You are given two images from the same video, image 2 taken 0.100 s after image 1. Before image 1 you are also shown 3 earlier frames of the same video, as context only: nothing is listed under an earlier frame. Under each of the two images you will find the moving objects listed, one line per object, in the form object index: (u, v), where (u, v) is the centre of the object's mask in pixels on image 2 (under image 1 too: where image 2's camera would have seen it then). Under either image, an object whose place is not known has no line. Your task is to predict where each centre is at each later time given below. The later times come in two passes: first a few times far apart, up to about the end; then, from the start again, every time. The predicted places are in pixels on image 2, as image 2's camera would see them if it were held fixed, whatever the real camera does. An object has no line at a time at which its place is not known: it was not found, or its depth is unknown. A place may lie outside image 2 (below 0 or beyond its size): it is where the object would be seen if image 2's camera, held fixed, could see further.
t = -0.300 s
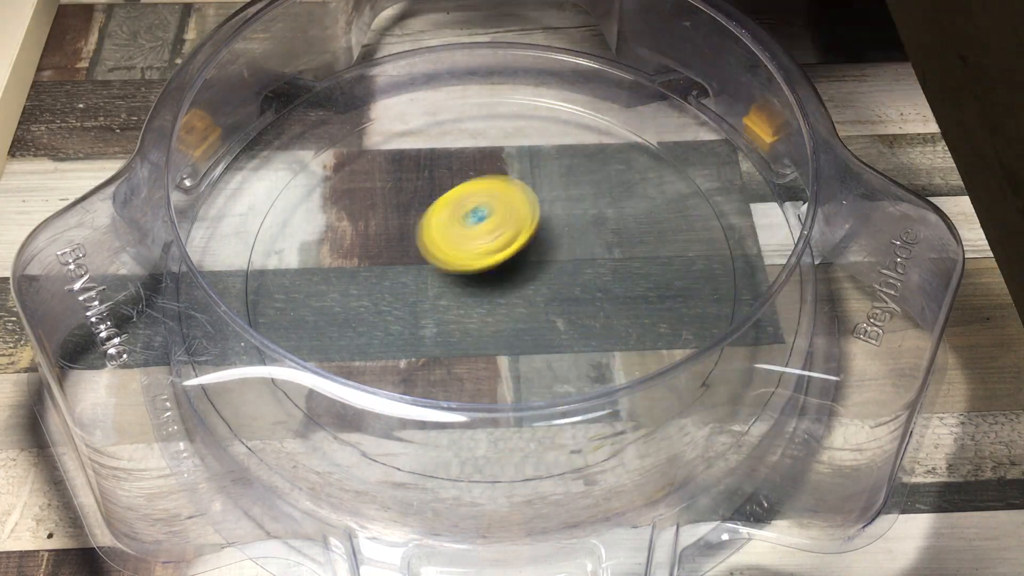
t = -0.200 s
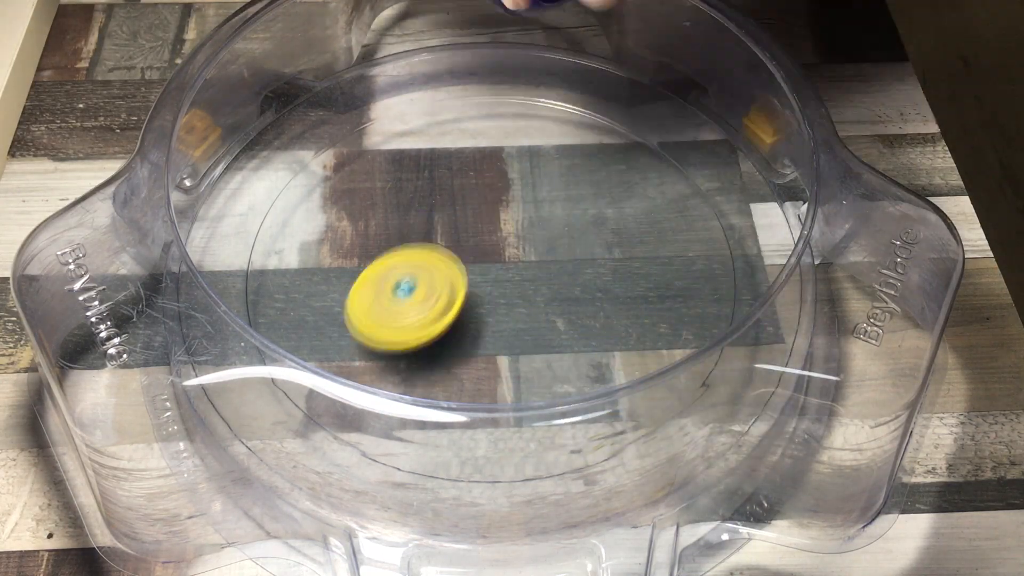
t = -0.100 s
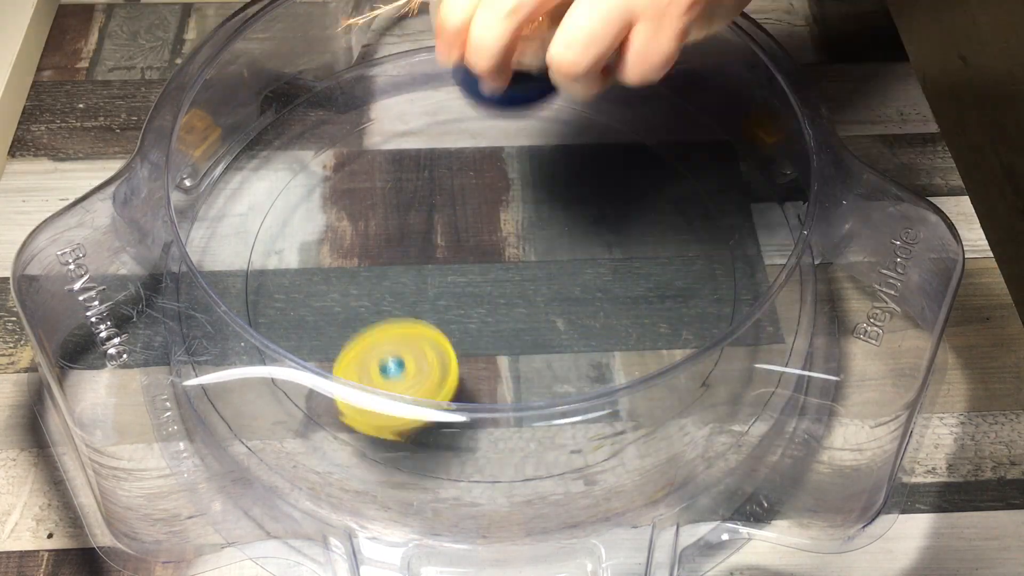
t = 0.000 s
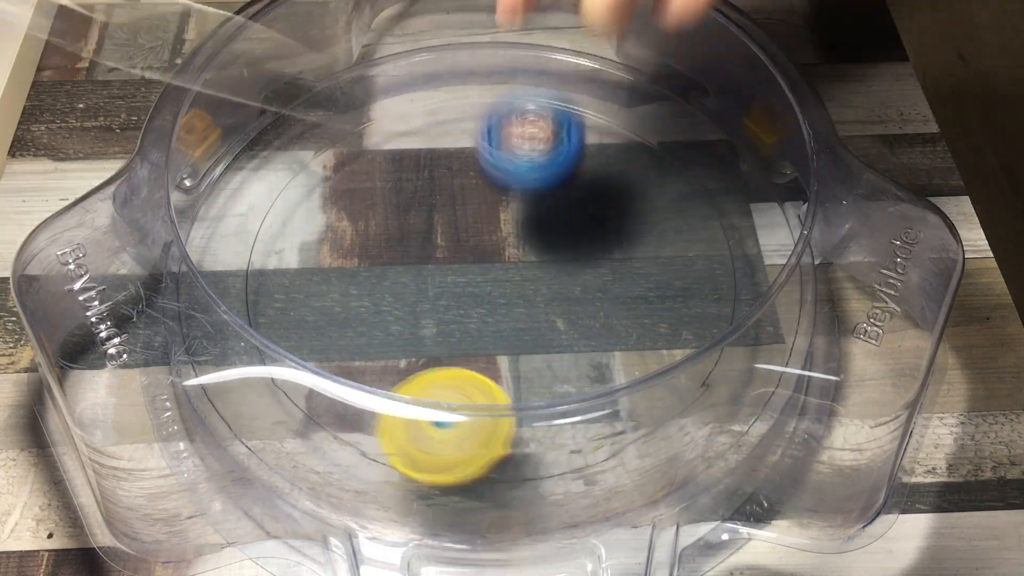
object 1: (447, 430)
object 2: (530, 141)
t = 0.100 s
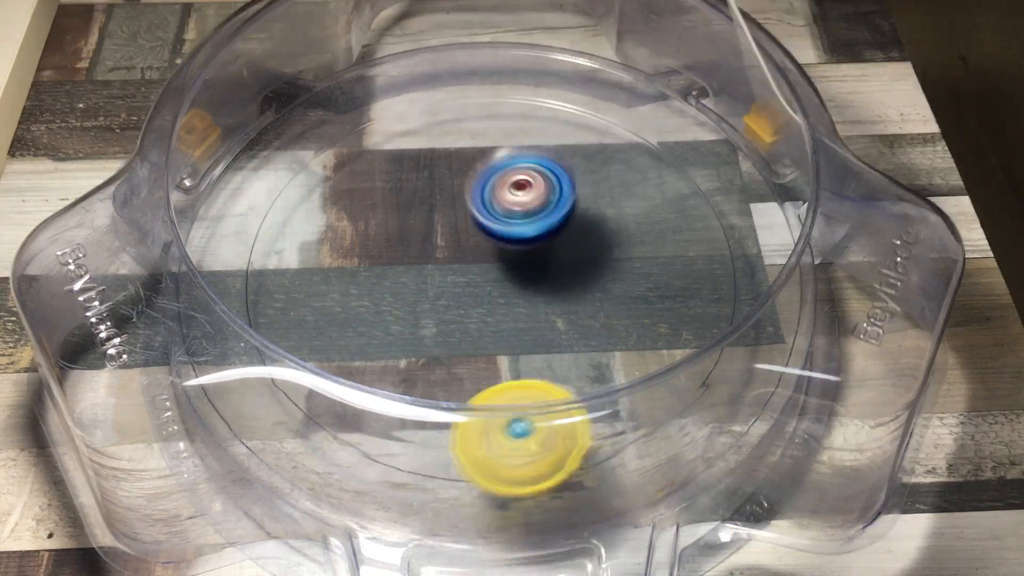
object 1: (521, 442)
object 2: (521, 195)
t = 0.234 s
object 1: (625, 386)
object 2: (493, 266)
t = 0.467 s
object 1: (632, 219)
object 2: (451, 281)
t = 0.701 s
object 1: (396, 133)
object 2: (432, 251)
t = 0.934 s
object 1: (302, 251)
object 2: (451, 232)
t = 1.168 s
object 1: (457, 423)
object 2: (505, 210)
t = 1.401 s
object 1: (709, 278)
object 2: (502, 254)
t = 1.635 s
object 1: (557, 105)
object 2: (437, 283)
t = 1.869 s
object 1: (303, 218)
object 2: (418, 236)
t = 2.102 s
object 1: (420, 437)
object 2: (480, 198)
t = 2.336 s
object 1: (679, 345)
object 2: (551, 270)
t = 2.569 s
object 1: (634, 171)
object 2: (471, 336)
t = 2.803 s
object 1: (413, 137)
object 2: (386, 279)
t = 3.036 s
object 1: (272, 231)
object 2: (449, 256)
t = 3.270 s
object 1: (396, 383)
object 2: (486, 287)
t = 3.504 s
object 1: (638, 328)
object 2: (487, 295)
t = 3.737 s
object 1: (613, 140)
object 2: (495, 299)
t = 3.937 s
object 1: (420, 102)
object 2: (502, 296)
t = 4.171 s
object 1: (285, 246)
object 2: (514, 284)
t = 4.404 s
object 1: (456, 406)
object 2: (529, 276)
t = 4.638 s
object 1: (690, 302)
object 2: (542, 270)
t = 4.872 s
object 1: (643, 135)
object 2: (544, 263)
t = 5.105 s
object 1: (426, 119)
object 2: (538, 252)
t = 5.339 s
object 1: (312, 264)
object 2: (531, 239)
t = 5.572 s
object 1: (446, 393)
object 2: (521, 228)
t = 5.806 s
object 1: (630, 337)
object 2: (514, 219)
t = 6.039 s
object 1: (631, 202)
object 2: (505, 216)
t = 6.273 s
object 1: (526, 103)
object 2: (428, 260)
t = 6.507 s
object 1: (388, 137)
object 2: (378, 257)
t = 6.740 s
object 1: (315, 215)
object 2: (476, 257)
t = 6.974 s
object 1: (404, 318)
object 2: (527, 277)
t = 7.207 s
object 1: (496, 358)
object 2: (558, 267)
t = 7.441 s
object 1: (574, 352)
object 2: (523, 239)
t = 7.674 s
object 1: (588, 300)
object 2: (478, 260)
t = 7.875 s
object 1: (604, 264)
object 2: (428, 245)
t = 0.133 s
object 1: (546, 435)
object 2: (514, 198)
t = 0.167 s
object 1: (574, 423)
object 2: (507, 220)
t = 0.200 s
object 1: (600, 406)
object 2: (501, 254)
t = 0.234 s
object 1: (625, 386)
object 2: (493, 266)
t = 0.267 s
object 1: (647, 364)
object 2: (486, 266)
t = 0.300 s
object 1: (657, 332)
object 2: (479, 281)
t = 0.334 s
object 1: (671, 313)
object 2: (472, 282)
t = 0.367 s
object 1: (675, 290)
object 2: (466, 287)
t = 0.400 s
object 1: (669, 265)
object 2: (460, 287)
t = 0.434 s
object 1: (654, 241)
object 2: (455, 284)
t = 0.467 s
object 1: (632, 219)
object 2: (451, 281)
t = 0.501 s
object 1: (604, 201)
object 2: (447, 274)
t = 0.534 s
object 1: (571, 187)
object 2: (445, 266)
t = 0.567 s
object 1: (534, 178)
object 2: (443, 255)
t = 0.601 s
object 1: (496, 172)
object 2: (443, 246)
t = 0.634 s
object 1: (461, 156)
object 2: (439, 246)
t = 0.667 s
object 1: (427, 141)
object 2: (435, 249)
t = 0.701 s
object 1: (396, 133)
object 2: (432, 251)
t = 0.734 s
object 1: (370, 133)
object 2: (431, 251)
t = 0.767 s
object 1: (347, 141)
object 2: (430, 250)
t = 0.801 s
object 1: (330, 154)
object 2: (431, 248)
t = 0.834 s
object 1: (317, 173)
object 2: (433, 244)
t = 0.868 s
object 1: (308, 197)
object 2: (438, 241)
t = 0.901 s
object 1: (304, 223)
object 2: (444, 237)
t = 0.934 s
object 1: (302, 251)
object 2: (451, 232)
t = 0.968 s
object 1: (305, 278)
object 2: (458, 228)
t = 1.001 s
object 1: (315, 304)
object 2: (466, 224)
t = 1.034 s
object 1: (332, 324)
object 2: (474, 219)
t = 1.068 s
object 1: (354, 343)
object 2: (483, 215)
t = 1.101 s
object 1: (377, 374)
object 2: (491, 212)
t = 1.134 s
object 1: (413, 398)
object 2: (498, 210)
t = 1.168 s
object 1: (457, 423)
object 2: (505, 210)
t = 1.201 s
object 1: (504, 423)
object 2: (509, 211)
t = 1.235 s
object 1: (553, 421)
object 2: (513, 214)
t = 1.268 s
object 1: (602, 406)
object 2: (515, 220)
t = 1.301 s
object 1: (641, 377)
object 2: (516, 227)
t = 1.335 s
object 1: (675, 351)
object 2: (514, 235)
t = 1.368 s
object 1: (691, 309)
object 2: (509, 244)
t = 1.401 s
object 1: (709, 278)
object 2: (502, 254)
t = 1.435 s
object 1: (713, 243)
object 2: (494, 263)
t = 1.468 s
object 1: (705, 207)
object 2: (485, 271)
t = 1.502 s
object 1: (688, 175)
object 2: (476, 277)
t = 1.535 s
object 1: (663, 148)
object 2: (466, 281)
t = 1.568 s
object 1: (634, 128)
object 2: (456, 283)
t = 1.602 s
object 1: (598, 113)
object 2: (446, 284)
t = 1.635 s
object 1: (557, 105)
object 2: (437, 283)
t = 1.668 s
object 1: (515, 105)
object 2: (429, 280)
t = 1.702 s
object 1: (473, 111)
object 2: (423, 276)
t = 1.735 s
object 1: (430, 121)
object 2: (419, 270)
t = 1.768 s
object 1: (391, 138)
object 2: (416, 264)
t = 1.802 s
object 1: (356, 160)
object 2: (415, 255)
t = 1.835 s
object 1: (328, 186)
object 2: (415, 245)
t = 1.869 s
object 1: (303, 218)
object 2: (418, 236)
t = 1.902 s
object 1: (288, 254)
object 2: (423, 227)
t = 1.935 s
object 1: (287, 289)
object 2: (428, 218)
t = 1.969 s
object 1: (300, 315)
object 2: (435, 211)
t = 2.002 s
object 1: (314, 357)
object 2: (444, 205)
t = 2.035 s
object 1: (335, 400)
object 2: (454, 200)
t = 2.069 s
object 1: (373, 419)
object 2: (467, 198)
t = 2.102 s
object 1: (420, 437)
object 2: (480, 198)
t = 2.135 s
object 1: (471, 455)
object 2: (495, 201)
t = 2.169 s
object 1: (515, 441)
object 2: (509, 206)
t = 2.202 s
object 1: (559, 432)
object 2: (522, 215)
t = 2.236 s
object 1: (599, 421)
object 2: (533, 226)
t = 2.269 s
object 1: (635, 399)
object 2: (542, 241)
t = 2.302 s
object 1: (659, 370)
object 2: (549, 255)
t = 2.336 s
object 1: (679, 345)
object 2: (551, 270)
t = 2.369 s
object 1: (684, 311)
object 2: (549, 285)
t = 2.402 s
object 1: (696, 289)
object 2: (543, 299)
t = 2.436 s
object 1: (697, 263)
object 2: (534, 311)
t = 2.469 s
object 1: (688, 236)
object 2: (521, 321)
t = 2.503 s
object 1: (675, 211)
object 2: (506, 329)
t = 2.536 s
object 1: (656, 189)
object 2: (489, 335)
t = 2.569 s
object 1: (634, 171)
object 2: (471, 336)
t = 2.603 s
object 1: (607, 156)
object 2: (454, 336)
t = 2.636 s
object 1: (577, 143)
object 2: (436, 332)
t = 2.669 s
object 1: (545, 133)
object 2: (420, 325)
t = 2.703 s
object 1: (511, 127)
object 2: (405, 315)
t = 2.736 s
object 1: (478, 126)
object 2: (395, 303)
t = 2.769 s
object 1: (445, 130)
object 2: (389, 291)
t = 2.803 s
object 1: (413, 137)
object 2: (386, 279)
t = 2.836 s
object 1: (383, 149)
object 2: (385, 267)
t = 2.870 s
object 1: (355, 164)
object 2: (387, 252)
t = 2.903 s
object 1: (325, 171)
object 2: (398, 250)
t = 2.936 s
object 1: (297, 178)
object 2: (413, 252)
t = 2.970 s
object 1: (277, 189)
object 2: (428, 254)
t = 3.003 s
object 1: (272, 208)
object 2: (439, 254)
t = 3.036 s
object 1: (272, 231)
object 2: (449, 256)
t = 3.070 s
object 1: (275, 256)
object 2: (457, 259)
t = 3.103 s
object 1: (282, 282)
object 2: (464, 263)
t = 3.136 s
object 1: (296, 304)
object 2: (470, 268)
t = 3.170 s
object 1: (316, 323)
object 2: (475, 273)
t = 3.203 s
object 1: (340, 341)
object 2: (479, 277)
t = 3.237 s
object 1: (362, 369)
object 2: (483, 283)
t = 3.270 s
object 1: (396, 383)
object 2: (486, 287)
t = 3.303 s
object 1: (434, 392)
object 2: (488, 291)
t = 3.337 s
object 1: (471, 395)
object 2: (490, 294)
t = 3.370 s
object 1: (506, 391)
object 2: (490, 295)
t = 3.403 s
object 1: (547, 388)
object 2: (488, 296)
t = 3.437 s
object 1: (583, 373)
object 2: (488, 295)
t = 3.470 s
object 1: (609, 348)
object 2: (487, 295)
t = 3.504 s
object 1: (638, 328)
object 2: (487, 295)
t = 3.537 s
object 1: (658, 304)
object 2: (488, 295)
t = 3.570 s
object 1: (668, 275)
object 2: (489, 296)
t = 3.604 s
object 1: (670, 244)
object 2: (490, 296)
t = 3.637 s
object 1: (665, 213)
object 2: (491, 297)
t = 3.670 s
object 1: (654, 186)
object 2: (493, 298)
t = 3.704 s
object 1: (636, 161)
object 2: (494, 298)
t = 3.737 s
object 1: (613, 140)
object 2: (495, 299)
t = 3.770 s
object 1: (585, 121)
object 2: (496, 299)
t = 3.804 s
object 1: (554, 108)
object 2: (497, 299)
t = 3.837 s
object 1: (522, 99)
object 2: (498, 298)
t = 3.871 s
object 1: (487, 96)
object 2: (499, 298)
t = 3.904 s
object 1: (454, 97)
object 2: (500, 297)
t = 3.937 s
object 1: (420, 102)
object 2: (502, 296)
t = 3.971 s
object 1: (390, 111)
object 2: (503, 295)
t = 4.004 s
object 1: (363, 125)
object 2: (504, 293)
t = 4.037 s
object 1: (338, 142)
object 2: (506, 291)
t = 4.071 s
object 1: (317, 162)
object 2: (508, 289)
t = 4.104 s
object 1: (300, 187)
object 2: (510, 288)
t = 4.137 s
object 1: (289, 214)
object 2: (512, 286)
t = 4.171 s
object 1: (285, 246)
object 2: (514, 284)
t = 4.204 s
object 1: (287, 277)
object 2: (516, 283)
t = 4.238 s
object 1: (300, 303)
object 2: (518, 282)
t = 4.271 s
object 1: (322, 325)
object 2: (520, 280)
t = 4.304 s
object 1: (345, 355)
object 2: (523, 279)
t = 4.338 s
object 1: (377, 380)
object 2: (525, 278)
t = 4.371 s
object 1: (416, 399)
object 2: (527, 277)
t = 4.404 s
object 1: (456, 406)
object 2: (529, 276)
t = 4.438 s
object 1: (501, 416)
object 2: (531, 274)
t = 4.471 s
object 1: (544, 411)
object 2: (533, 274)
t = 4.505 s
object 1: (585, 396)
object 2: (535, 273)
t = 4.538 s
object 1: (623, 383)
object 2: (537, 272)
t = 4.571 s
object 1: (653, 361)
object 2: (539, 271)
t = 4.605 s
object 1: (677, 334)
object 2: (541, 270)
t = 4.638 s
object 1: (690, 302)
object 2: (542, 270)
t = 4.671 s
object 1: (704, 278)
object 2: (543, 269)
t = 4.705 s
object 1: (709, 251)
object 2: (544, 268)
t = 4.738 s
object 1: (706, 223)
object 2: (544, 267)
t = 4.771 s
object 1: (698, 197)
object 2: (544, 266)
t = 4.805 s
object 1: (684, 174)
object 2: (544, 265)
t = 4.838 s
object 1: (666, 153)
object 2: (544, 264)
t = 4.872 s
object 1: (643, 135)
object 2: (544, 263)
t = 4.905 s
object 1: (617, 121)
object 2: (543, 262)
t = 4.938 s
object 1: (588, 111)
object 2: (543, 260)
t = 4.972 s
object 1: (557, 104)
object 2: (542, 258)
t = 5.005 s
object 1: (523, 102)
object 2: (541, 257)
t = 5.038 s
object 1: (490, 103)
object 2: (540, 256)
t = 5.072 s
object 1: (458, 109)
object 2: (539, 254)
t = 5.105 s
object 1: (426, 119)
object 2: (538, 252)
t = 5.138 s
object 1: (398, 131)
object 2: (537, 250)
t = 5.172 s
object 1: (374, 147)
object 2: (536, 247)
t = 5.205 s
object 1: (352, 166)
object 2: (535, 246)
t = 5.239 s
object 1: (335, 187)
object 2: (534, 244)
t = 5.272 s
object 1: (322, 211)
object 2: (533, 242)
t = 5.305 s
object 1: (314, 237)
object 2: (533, 241)
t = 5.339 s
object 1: (312, 264)
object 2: (531, 239)
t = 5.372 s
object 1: (316, 290)
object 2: (530, 238)
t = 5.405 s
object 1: (326, 313)
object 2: (529, 236)
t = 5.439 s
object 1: (344, 331)
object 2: (528, 235)
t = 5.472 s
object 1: (366, 346)
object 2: (526, 233)
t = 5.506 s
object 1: (391, 359)
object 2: (524, 231)
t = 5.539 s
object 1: (416, 382)
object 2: (523, 230)
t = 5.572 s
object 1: (446, 393)
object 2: (521, 228)
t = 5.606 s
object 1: (478, 398)
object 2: (520, 227)
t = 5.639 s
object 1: (509, 401)
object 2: (519, 225)
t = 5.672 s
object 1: (538, 397)
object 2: (518, 224)
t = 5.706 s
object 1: (567, 389)
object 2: (517, 222)
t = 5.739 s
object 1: (594, 378)
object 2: (516, 221)
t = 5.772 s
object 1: (610, 351)
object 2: (515, 221)
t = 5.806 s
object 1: (630, 337)
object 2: (514, 219)
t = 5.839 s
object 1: (646, 322)
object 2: (513, 219)
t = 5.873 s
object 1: (657, 303)
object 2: (512, 218)
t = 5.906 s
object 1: (661, 281)
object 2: (511, 217)
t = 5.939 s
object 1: (660, 260)
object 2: (510, 217)
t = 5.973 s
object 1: (654, 239)
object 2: (508, 216)
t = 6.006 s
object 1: (644, 220)
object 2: (506, 216)
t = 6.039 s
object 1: (631, 202)
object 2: (505, 216)
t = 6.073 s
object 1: (615, 187)
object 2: (503, 216)
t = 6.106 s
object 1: (596, 173)
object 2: (501, 216)
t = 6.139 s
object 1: (578, 159)
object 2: (496, 220)
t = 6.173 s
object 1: (570, 135)
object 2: (479, 232)
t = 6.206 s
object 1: (557, 116)
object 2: (461, 243)
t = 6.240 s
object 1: (542, 107)
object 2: (444, 252)
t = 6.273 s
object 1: (526, 103)
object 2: (428, 260)
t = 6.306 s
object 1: (509, 102)
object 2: (415, 265)
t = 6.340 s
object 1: (490, 102)
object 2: (402, 268)
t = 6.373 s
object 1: (470, 104)
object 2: (392, 270)
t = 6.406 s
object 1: (448, 108)
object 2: (385, 269)
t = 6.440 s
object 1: (427, 115)
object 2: (380, 267)
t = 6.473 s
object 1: (406, 126)
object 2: (378, 264)
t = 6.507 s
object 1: (388, 137)
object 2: (378, 257)
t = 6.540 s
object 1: (373, 150)
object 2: (384, 249)
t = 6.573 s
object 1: (359, 161)
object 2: (393, 245)
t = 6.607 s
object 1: (344, 163)
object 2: (410, 247)
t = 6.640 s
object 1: (332, 170)
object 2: (426, 250)
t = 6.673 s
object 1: (323, 183)
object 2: (445, 252)
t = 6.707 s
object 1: (318, 198)
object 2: (460, 254)
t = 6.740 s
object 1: (315, 215)
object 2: (476, 257)
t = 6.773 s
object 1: (317, 232)
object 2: (490, 258)
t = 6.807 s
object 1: (322, 251)
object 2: (503, 259)
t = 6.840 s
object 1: (332, 268)
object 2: (513, 263)
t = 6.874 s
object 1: (346, 284)
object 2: (520, 266)
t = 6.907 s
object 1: (363, 297)
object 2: (525, 269)
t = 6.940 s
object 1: (382, 308)
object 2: (527, 272)
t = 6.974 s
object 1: (404, 318)
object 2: (527, 277)
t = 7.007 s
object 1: (422, 327)
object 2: (528, 280)
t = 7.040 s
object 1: (427, 340)
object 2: (539, 278)
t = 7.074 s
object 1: (438, 348)
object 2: (547, 276)
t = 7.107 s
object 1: (452, 351)
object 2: (553, 276)
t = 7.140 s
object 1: (469, 353)
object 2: (554, 276)
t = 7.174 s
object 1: (486, 354)
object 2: (555, 275)
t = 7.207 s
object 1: (496, 358)
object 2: (558, 267)
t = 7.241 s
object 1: (509, 359)
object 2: (558, 263)
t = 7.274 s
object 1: (521, 357)
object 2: (556, 260)
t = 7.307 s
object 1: (534, 354)
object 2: (551, 259)
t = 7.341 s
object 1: (544, 355)
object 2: (545, 255)
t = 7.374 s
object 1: (555, 356)
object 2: (539, 249)
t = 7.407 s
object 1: (565, 355)
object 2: (531, 243)
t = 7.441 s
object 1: (574, 352)
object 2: (523, 239)
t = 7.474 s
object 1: (582, 348)
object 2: (514, 238)
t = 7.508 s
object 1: (589, 342)
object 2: (507, 238)
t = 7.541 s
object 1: (593, 333)
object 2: (500, 241)
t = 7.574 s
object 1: (594, 325)
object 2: (493, 245)
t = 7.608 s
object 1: (593, 316)
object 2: (487, 250)
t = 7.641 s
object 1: (590, 308)
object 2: (482, 255)
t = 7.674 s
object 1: (588, 300)
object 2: (478, 260)
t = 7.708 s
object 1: (602, 297)
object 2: (462, 259)
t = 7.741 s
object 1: (611, 292)
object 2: (449, 256)
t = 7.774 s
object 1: (614, 286)
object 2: (440, 253)
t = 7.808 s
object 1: (613, 279)
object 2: (433, 249)
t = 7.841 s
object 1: (610, 272)
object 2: (429, 246)
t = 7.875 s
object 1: (604, 264)
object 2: (428, 245)
